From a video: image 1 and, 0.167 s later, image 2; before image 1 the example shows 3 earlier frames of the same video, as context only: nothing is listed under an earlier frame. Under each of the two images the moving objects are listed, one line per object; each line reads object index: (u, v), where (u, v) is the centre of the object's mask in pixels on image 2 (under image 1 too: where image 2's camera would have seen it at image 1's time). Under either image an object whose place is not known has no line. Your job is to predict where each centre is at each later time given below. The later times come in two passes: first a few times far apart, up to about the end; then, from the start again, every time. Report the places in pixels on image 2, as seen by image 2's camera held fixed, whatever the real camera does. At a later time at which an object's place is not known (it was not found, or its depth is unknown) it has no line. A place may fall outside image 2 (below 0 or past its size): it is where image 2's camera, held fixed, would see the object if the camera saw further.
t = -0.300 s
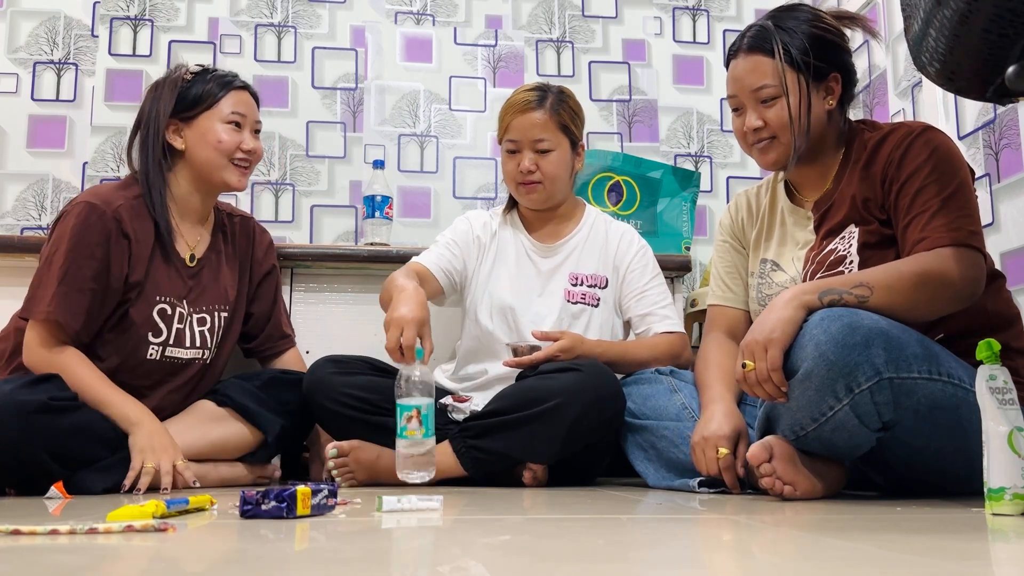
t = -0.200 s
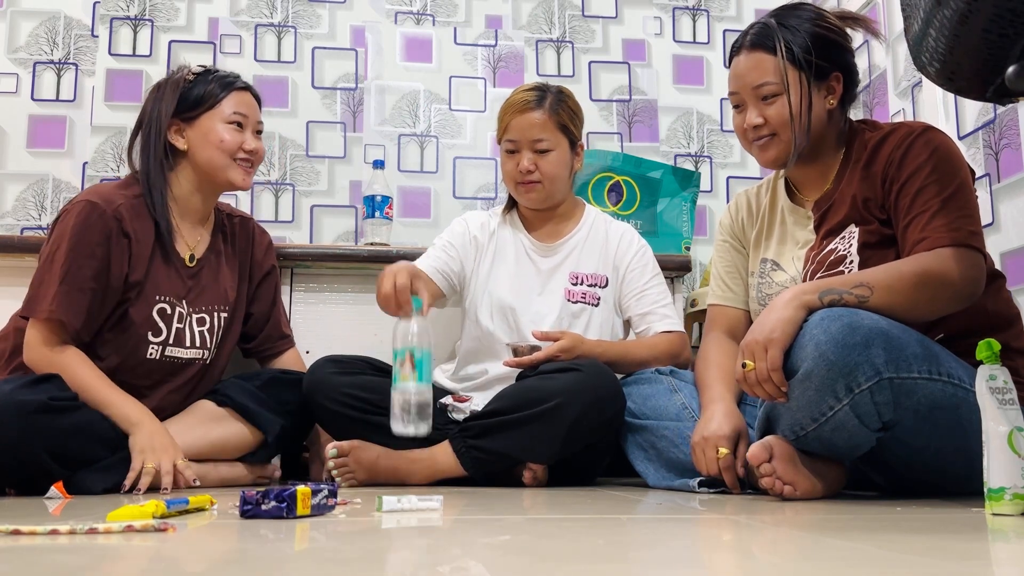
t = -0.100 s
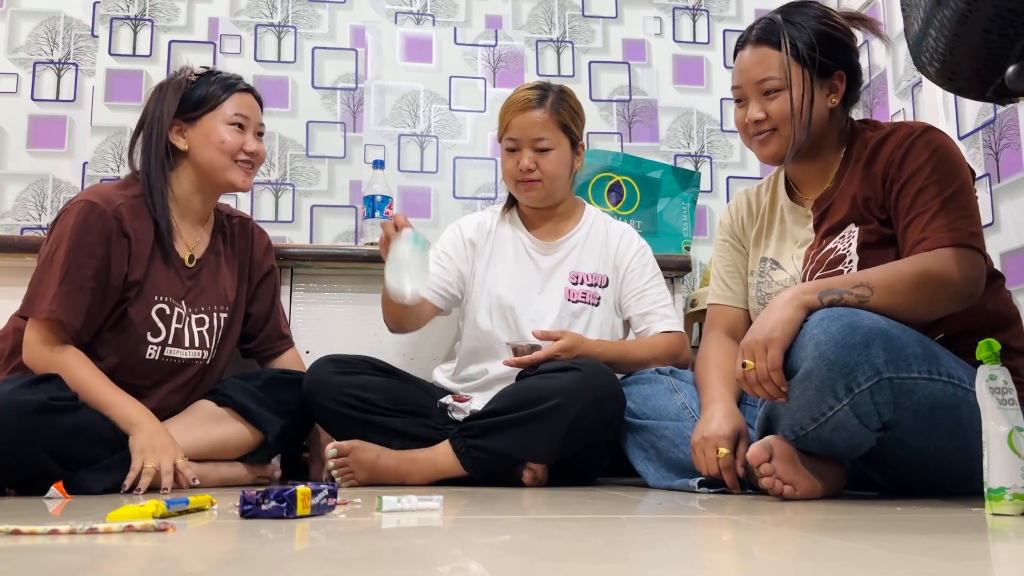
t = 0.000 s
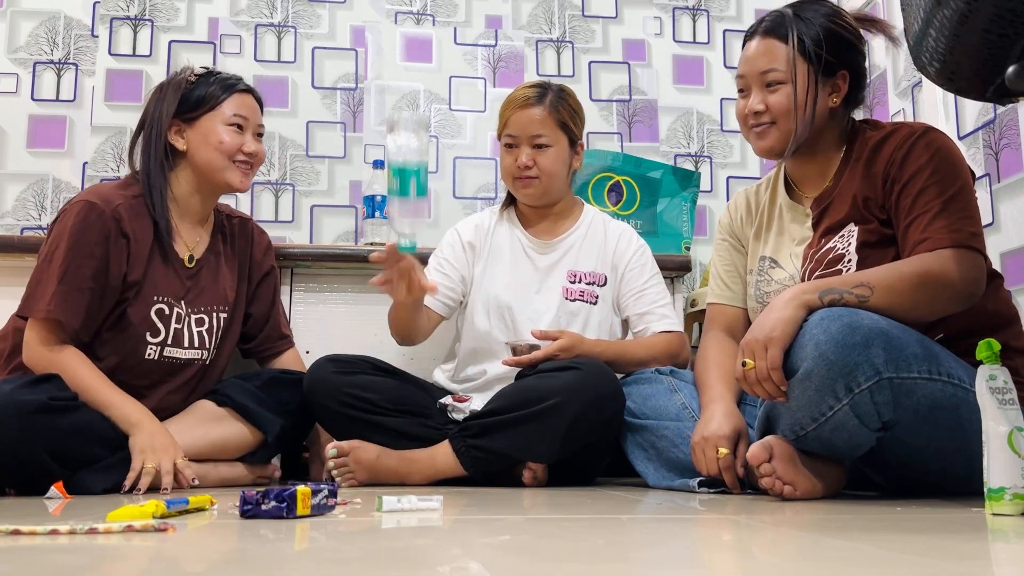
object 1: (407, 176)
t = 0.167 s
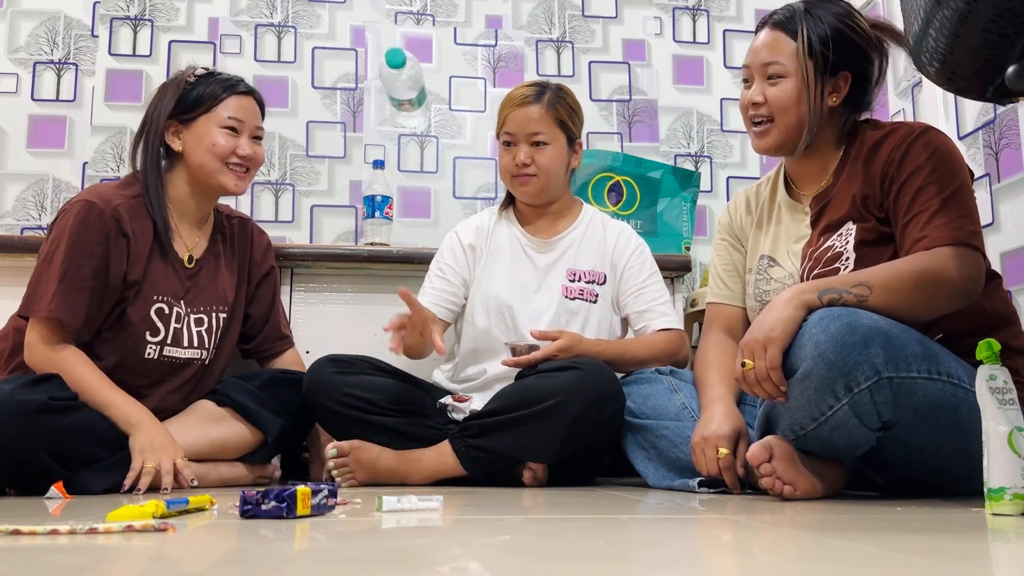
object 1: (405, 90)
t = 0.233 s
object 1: (401, 106)
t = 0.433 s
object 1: (390, 355)
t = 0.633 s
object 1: (365, 438)
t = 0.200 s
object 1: (403, 93)
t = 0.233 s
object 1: (401, 106)
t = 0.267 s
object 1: (400, 128)
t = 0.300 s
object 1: (399, 158)
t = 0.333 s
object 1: (397, 197)
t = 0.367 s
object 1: (394, 242)
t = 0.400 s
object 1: (392, 296)
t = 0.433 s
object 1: (390, 355)
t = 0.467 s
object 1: (386, 425)
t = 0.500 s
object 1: (381, 428)
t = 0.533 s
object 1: (378, 429)
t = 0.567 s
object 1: (374, 431)
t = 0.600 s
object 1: (370, 434)
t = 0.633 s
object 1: (365, 438)
